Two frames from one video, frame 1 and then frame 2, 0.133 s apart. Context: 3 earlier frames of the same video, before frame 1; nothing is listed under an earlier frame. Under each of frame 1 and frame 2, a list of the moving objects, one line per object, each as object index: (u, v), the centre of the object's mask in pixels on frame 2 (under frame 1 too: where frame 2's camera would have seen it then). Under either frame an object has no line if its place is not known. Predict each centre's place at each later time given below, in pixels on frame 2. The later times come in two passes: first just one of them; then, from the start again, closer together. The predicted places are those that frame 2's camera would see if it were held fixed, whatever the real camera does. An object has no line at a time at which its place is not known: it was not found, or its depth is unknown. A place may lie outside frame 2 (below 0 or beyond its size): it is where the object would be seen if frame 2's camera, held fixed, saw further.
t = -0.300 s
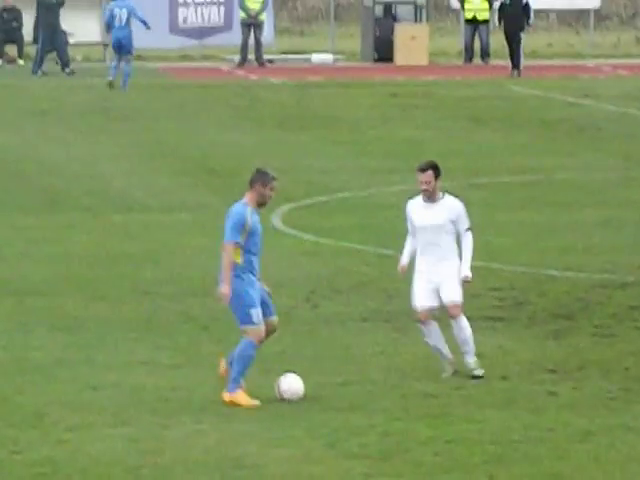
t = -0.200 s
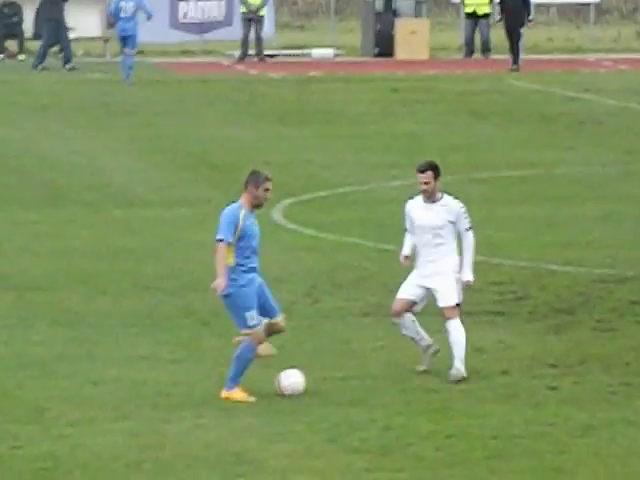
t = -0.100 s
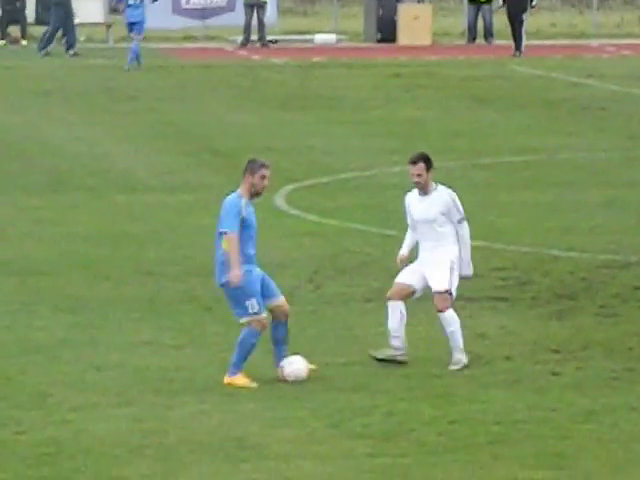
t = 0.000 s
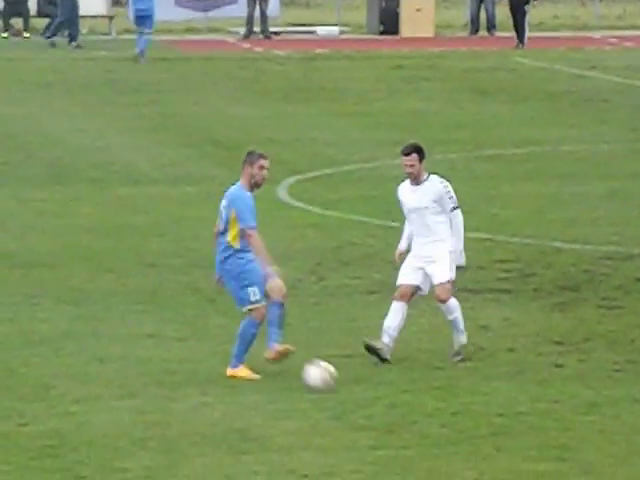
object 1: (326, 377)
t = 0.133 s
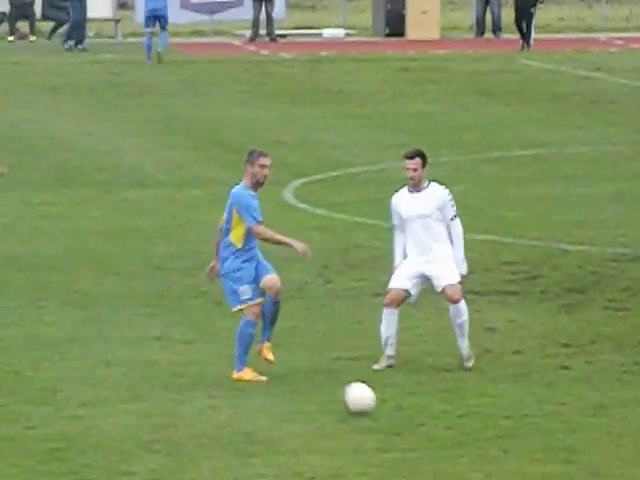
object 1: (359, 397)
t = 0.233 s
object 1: (374, 407)
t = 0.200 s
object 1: (366, 402)
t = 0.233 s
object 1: (374, 407)
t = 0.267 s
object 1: (382, 414)
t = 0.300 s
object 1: (389, 417)
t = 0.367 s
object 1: (403, 424)
